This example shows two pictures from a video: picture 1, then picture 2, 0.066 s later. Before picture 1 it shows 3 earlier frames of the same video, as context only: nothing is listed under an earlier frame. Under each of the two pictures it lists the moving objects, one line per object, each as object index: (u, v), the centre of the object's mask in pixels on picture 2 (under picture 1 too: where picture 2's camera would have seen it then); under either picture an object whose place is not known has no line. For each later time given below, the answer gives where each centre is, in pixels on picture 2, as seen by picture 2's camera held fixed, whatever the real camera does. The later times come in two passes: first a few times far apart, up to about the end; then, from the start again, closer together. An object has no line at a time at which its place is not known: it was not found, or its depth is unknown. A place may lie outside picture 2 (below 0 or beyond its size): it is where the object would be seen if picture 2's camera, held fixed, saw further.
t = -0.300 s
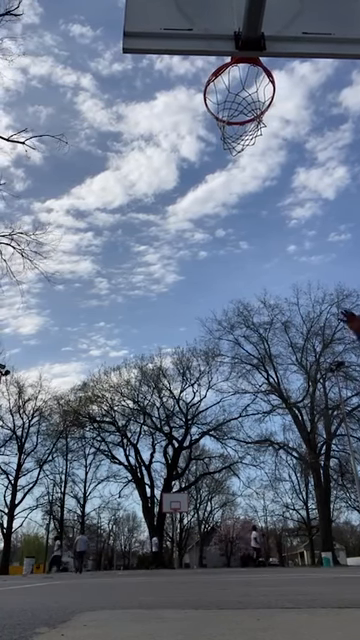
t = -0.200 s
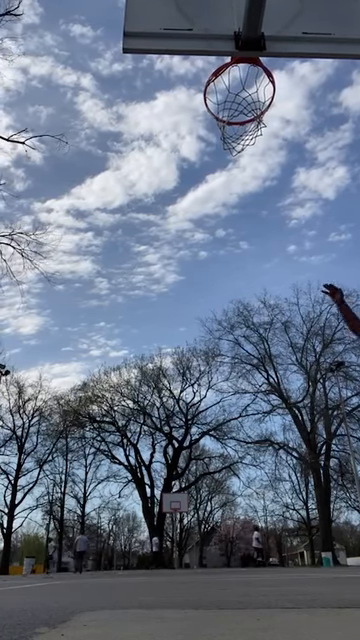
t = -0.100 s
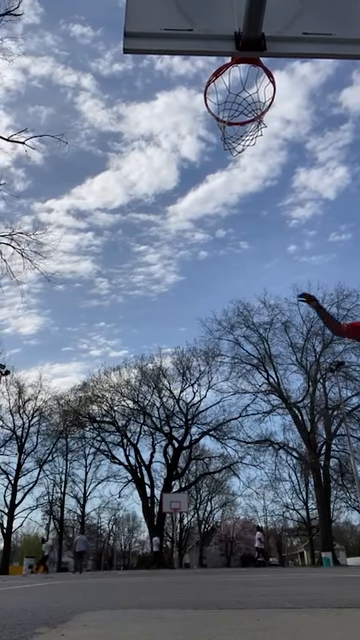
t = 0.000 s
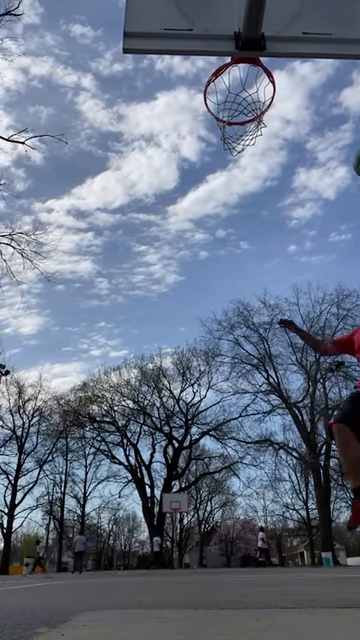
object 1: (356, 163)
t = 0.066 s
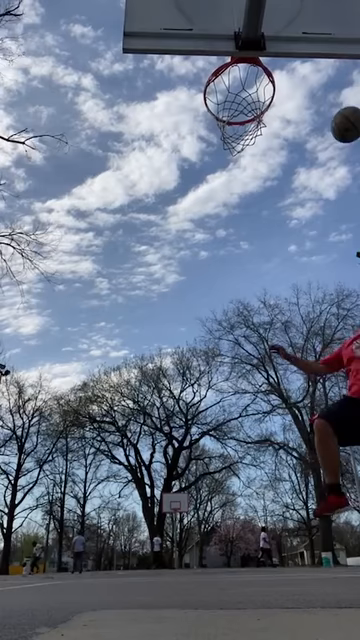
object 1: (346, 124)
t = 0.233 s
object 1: (291, 59)
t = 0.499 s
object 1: (235, 101)
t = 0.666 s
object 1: (248, 106)
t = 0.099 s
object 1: (337, 107)
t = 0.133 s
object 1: (326, 90)
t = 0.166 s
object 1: (315, 75)
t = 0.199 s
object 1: (303, 65)
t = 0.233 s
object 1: (291, 59)
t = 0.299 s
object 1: (271, 60)
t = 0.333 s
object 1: (264, 65)
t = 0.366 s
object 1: (254, 71)
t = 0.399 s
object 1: (245, 80)
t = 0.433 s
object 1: (236, 91)
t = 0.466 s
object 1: (228, 104)
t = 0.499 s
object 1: (235, 101)
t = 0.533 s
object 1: (243, 97)
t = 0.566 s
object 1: (251, 95)
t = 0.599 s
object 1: (255, 95)
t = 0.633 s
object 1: (251, 101)
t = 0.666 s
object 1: (248, 106)
